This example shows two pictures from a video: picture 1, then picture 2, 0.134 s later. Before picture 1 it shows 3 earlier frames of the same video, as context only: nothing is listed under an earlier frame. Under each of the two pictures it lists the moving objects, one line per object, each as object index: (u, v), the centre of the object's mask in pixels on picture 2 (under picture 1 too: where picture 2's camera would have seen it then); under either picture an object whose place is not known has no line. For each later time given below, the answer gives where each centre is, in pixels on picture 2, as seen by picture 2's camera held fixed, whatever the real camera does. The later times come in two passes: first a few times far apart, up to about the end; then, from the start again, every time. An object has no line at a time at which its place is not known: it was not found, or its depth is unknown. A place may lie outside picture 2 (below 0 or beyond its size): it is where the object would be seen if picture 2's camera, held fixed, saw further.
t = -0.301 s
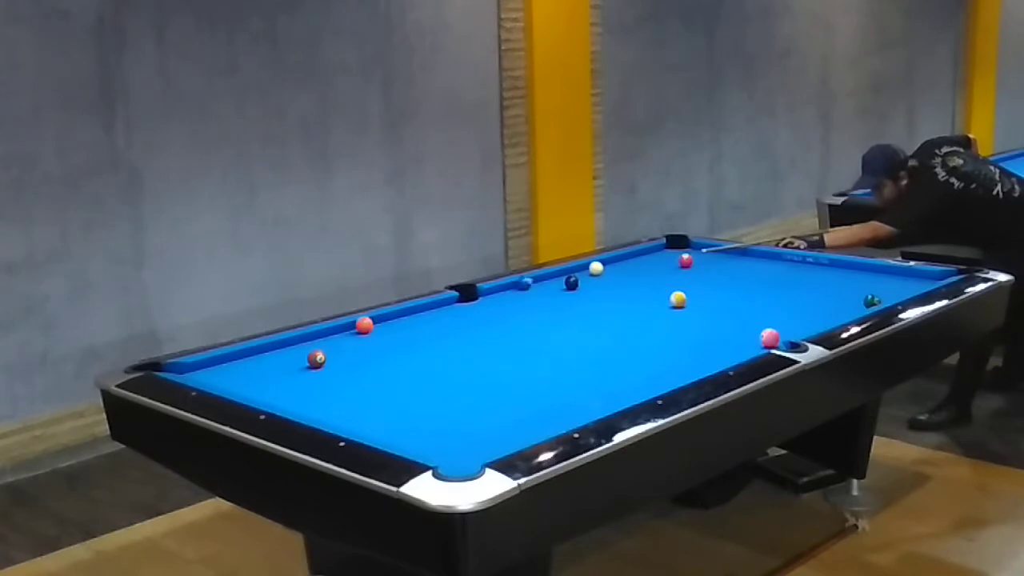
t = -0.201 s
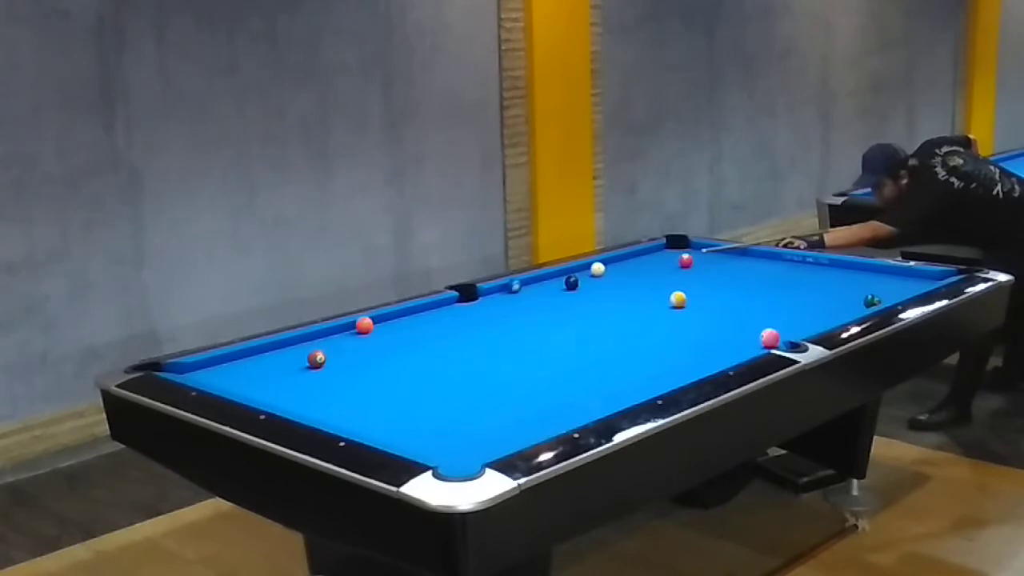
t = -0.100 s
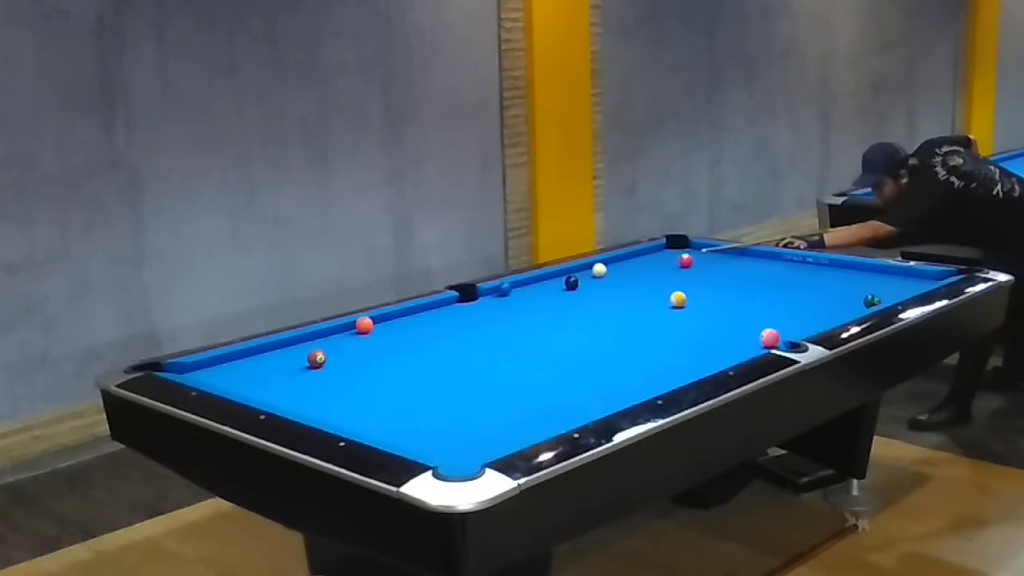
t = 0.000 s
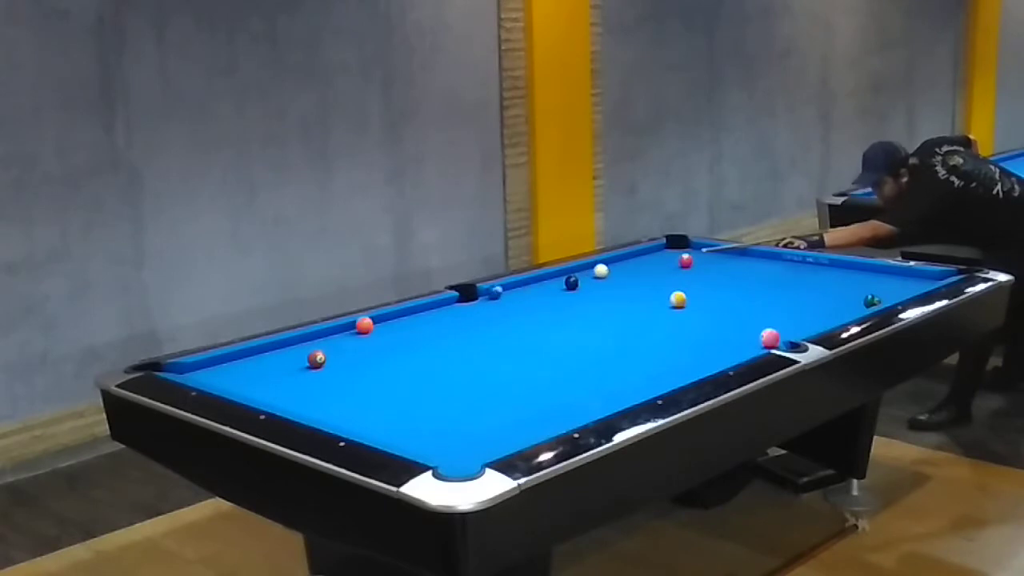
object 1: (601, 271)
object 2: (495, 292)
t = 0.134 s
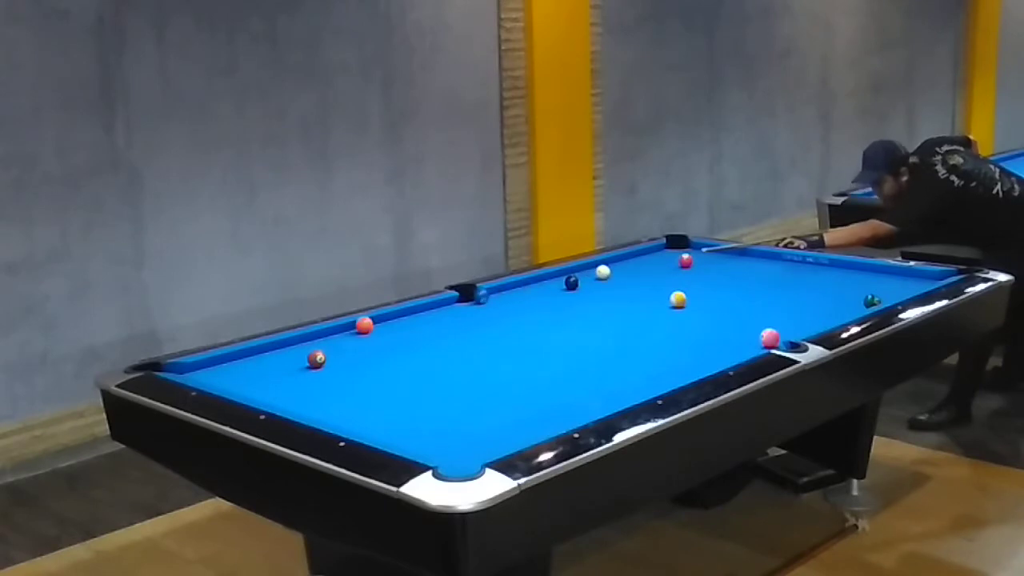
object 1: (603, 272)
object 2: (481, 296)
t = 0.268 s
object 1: (605, 273)
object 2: (467, 300)
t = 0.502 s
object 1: (608, 274)
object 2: (443, 308)
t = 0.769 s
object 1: (611, 276)
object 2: (415, 317)
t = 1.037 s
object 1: (614, 277)
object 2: (387, 326)
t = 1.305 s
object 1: (616, 279)
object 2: (359, 335)
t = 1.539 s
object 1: (618, 279)
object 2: (333, 342)
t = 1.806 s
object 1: (619, 280)
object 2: (303, 351)
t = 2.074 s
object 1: (619, 280)
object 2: (275, 360)
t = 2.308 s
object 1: (619, 280)
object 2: (248, 368)
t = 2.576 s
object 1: (619, 280)
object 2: (218, 376)
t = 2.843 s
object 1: (619, 280)
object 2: (211, 377)
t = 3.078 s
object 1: (619, 280)
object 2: (224, 376)
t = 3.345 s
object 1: (619, 280)
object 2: (237, 373)
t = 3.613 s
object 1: (619, 280)
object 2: (249, 370)
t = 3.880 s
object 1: (619, 280)
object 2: (258, 367)
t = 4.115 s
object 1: (619, 280)
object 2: (265, 366)
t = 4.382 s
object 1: (619, 280)
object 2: (272, 364)
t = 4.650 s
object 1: (619, 280)
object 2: (277, 361)
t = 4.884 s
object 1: (619, 280)
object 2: (279, 361)
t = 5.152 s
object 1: (619, 280)
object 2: (280, 360)
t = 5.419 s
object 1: (619, 280)
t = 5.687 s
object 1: (619, 280)
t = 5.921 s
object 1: (619, 280)
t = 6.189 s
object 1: (619, 280)
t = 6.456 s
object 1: (619, 280)
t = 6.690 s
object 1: (619, 280)
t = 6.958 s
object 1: (619, 280)
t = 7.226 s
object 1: (619, 280)
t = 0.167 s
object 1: (603, 272)
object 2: (478, 297)
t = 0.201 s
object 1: (604, 272)
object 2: (474, 298)
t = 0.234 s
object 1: (604, 273)
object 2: (470, 299)
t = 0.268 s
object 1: (605, 273)
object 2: (467, 300)
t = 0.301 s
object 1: (605, 273)
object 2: (465, 301)
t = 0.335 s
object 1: (606, 273)
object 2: (461, 303)
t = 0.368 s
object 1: (606, 273)
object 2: (458, 304)
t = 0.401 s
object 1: (607, 274)
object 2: (454, 305)
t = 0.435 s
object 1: (607, 274)
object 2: (451, 306)
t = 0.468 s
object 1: (607, 274)
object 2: (447, 307)
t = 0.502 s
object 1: (608, 274)
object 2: (443, 308)
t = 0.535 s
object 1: (608, 275)
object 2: (440, 309)
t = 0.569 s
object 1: (609, 275)
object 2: (436, 311)
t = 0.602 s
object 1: (609, 275)
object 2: (434, 312)
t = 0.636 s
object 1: (609, 275)
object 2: (430, 313)
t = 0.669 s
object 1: (610, 276)
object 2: (426, 313)
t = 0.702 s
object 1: (610, 276)
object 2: (422, 315)
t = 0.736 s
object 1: (611, 276)
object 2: (419, 316)
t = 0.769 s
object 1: (611, 276)
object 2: (415, 317)
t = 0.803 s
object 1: (611, 276)
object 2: (412, 318)
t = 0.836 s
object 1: (612, 276)
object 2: (408, 319)
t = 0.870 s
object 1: (612, 277)
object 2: (404, 320)
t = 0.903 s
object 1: (612, 277)
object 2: (401, 321)
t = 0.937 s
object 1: (613, 277)
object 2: (398, 322)
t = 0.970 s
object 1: (613, 277)
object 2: (395, 323)
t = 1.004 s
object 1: (613, 277)
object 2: (391, 324)
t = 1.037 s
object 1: (614, 277)
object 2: (387, 326)
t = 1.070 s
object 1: (614, 278)
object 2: (384, 327)
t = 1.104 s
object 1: (614, 278)
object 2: (380, 328)
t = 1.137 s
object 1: (615, 278)
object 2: (377, 329)
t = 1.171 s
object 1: (615, 278)
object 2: (374, 330)
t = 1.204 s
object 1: (615, 278)
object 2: (369, 332)
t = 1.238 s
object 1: (615, 278)
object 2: (365, 333)
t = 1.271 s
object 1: (616, 278)
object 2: (362, 334)
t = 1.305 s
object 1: (616, 279)
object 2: (359, 335)
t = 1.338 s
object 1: (616, 279)
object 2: (355, 336)
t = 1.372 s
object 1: (616, 279)
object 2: (351, 337)
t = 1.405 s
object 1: (617, 279)
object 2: (348, 337)
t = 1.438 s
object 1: (617, 279)
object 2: (344, 339)
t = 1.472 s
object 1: (617, 279)
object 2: (340, 340)
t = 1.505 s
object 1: (618, 279)
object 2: (337, 341)
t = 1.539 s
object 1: (618, 279)
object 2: (333, 342)
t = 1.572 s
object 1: (618, 279)
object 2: (330, 343)
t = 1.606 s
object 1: (618, 279)
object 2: (326, 344)
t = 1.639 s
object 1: (618, 279)
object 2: (322, 345)
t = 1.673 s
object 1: (619, 280)
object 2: (319, 345)
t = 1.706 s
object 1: (619, 280)
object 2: (316, 344)
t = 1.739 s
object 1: (619, 280)
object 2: (310, 347)
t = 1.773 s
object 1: (619, 280)
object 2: (306, 349)
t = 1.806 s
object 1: (619, 280)
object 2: (303, 351)
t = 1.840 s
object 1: (619, 280)
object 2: (300, 352)
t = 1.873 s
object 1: (619, 280)
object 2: (296, 353)
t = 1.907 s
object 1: (619, 280)
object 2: (293, 355)
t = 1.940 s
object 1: (619, 280)
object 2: (289, 356)
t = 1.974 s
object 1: (619, 280)
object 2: (285, 357)
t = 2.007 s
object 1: (619, 280)
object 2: (281, 358)
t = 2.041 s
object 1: (619, 280)
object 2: (277, 359)
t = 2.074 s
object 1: (619, 280)
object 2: (275, 360)
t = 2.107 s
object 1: (619, 280)
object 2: (271, 361)
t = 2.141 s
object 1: (619, 280)
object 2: (266, 362)
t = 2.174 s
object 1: (619, 280)
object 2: (263, 364)
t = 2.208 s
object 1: (619, 280)
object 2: (259, 365)
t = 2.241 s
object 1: (619, 280)
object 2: (255, 366)
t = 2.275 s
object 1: (619, 280)
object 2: (251, 367)
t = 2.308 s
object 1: (619, 280)
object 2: (248, 368)
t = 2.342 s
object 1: (619, 280)
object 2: (244, 369)
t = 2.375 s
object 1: (619, 280)
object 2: (240, 370)
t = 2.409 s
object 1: (619, 280)
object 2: (237, 371)
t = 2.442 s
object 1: (619, 280)
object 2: (233, 372)
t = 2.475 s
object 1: (619, 280)
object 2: (229, 374)
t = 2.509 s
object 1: (619, 280)
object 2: (226, 374)
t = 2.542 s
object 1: (619, 280)
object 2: (222, 375)
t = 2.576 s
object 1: (619, 280)
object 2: (218, 376)
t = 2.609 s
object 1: (619, 280)
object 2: (215, 377)
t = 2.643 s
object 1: (619, 280)
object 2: (211, 377)
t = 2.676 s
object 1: (619, 280)
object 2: (208, 377)
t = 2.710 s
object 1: (619, 280)
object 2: (204, 377)
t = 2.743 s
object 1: (619, 280)
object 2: (205, 377)
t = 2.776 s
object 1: (619, 280)
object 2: (207, 377)
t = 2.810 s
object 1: (619, 280)
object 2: (209, 377)
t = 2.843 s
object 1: (619, 280)
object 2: (211, 377)
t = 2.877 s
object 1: (619, 280)
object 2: (212, 377)
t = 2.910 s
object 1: (619, 280)
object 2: (215, 377)
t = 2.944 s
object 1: (619, 280)
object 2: (217, 377)
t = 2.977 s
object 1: (619, 280)
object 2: (219, 377)
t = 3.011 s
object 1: (619, 280)
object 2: (220, 377)
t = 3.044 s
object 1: (619, 280)
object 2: (222, 376)
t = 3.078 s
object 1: (619, 280)
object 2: (224, 376)
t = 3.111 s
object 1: (619, 280)
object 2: (226, 375)
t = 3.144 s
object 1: (619, 280)
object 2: (227, 375)
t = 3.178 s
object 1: (619, 280)
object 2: (229, 375)
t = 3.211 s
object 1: (619, 280)
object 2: (231, 374)
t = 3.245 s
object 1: (619, 280)
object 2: (232, 374)
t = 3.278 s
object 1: (619, 280)
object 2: (234, 374)
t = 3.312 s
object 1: (619, 280)
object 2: (235, 373)
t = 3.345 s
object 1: (619, 280)
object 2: (237, 373)
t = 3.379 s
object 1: (619, 280)
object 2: (238, 372)
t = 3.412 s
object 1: (619, 280)
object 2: (240, 372)
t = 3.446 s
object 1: (619, 280)
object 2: (241, 372)
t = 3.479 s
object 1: (619, 280)
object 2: (243, 371)
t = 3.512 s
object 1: (619, 280)
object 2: (244, 371)
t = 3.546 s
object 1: (619, 280)
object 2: (245, 371)
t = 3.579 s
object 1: (619, 280)
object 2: (247, 370)
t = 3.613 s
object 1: (619, 280)
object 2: (249, 370)
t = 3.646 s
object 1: (619, 280)
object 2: (250, 370)
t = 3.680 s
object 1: (619, 280)
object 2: (251, 369)
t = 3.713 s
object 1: (619, 280)
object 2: (253, 369)
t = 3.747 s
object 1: (619, 280)
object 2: (254, 369)
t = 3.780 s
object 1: (619, 280)
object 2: (255, 368)
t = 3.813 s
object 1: (619, 280)
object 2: (256, 368)
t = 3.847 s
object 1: (619, 280)
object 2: (257, 368)
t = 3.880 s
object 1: (619, 280)
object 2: (258, 367)
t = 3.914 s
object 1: (619, 280)
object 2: (260, 367)
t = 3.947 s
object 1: (619, 280)
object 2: (261, 367)
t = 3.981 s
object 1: (619, 280)
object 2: (261, 367)
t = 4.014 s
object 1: (619, 280)
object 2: (263, 366)
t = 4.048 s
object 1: (619, 280)
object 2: (263, 366)
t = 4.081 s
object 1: (619, 280)
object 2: (265, 366)
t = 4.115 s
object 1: (619, 280)
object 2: (265, 366)
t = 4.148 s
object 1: (619, 280)
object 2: (266, 365)
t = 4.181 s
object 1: (619, 280)
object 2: (267, 365)
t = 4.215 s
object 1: (619, 280)
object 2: (268, 365)
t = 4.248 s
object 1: (619, 280)
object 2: (269, 365)
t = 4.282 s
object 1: (619, 280)
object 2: (270, 365)
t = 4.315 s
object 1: (619, 280)
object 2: (270, 364)
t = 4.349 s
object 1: (619, 280)
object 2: (271, 364)
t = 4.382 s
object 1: (619, 280)
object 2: (272, 364)
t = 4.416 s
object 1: (619, 280)
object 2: (272, 364)
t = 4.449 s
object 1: (619, 280)
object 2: (273, 363)
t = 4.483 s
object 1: (619, 280)
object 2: (274, 363)
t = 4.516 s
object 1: (619, 280)
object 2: (274, 362)
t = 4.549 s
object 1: (619, 280)
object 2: (275, 362)
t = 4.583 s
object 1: (619, 280)
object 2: (276, 362)
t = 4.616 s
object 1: (619, 280)
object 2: (277, 362)
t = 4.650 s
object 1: (619, 280)
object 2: (277, 361)
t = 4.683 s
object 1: (619, 280)
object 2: (277, 361)
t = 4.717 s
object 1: (619, 280)
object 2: (278, 361)
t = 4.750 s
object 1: (619, 280)
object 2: (278, 361)
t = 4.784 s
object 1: (619, 280)
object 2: (279, 361)
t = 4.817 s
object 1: (619, 280)
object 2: (279, 361)
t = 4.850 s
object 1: (619, 280)
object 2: (279, 361)
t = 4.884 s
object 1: (619, 280)
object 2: (279, 361)
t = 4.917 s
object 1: (619, 280)
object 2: (280, 361)
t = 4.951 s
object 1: (619, 280)
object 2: (280, 361)
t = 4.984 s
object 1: (619, 280)
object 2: (280, 361)
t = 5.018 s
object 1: (619, 280)
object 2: (280, 360)
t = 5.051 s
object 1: (619, 280)
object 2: (280, 360)
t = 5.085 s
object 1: (619, 280)
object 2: (280, 360)
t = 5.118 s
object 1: (619, 280)
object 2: (280, 360)
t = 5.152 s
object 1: (619, 280)
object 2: (280, 360)
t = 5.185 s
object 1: (619, 280)
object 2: (280, 360)
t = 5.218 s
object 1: (619, 280)
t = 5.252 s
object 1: (619, 280)
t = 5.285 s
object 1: (619, 280)
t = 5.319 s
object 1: (619, 280)
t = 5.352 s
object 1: (619, 280)
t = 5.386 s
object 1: (619, 280)
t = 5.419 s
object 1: (619, 280)
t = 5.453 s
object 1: (619, 280)
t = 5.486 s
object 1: (619, 280)
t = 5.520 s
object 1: (619, 280)
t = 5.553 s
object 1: (619, 280)
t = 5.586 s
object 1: (619, 280)
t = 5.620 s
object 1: (619, 280)
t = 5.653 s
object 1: (619, 280)
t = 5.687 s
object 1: (619, 280)
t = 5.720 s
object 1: (619, 280)
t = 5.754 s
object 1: (619, 280)
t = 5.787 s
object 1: (619, 280)
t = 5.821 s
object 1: (619, 280)
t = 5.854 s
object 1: (619, 280)
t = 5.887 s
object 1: (619, 280)
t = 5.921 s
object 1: (619, 280)
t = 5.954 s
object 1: (619, 280)
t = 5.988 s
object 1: (619, 280)
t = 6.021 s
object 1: (619, 280)
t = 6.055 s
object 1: (619, 280)
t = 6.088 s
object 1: (619, 280)
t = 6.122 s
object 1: (619, 280)
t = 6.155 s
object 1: (619, 280)
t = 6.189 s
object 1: (619, 280)
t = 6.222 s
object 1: (619, 280)
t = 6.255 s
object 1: (619, 280)
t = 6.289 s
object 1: (619, 280)
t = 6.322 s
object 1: (619, 280)
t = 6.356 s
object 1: (619, 280)
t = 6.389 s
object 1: (619, 280)
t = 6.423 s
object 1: (619, 280)
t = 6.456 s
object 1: (619, 280)
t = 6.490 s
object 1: (619, 280)
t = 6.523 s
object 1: (619, 280)
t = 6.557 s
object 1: (619, 280)
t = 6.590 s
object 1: (619, 280)
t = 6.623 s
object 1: (619, 280)
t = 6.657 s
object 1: (619, 280)
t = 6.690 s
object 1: (619, 280)
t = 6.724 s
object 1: (619, 280)
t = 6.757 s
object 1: (619, 280)
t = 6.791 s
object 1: (619, 280)
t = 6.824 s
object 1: (619, 280)
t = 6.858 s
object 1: (619, 280)
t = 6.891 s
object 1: (619, 280)
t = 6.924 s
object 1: (619, 280)
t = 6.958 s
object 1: (619, 280)
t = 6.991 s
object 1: (619, 280)
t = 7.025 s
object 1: (619, 280)
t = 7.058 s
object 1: (619, 280)
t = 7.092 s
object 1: (619, 280)
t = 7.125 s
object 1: (619, 280)
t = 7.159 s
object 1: (619, 280)
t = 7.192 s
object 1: (619, 280)
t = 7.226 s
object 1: (619, 280)
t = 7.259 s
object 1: (619, 280)
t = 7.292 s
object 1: (619, 280)
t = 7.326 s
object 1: (619, 280)
